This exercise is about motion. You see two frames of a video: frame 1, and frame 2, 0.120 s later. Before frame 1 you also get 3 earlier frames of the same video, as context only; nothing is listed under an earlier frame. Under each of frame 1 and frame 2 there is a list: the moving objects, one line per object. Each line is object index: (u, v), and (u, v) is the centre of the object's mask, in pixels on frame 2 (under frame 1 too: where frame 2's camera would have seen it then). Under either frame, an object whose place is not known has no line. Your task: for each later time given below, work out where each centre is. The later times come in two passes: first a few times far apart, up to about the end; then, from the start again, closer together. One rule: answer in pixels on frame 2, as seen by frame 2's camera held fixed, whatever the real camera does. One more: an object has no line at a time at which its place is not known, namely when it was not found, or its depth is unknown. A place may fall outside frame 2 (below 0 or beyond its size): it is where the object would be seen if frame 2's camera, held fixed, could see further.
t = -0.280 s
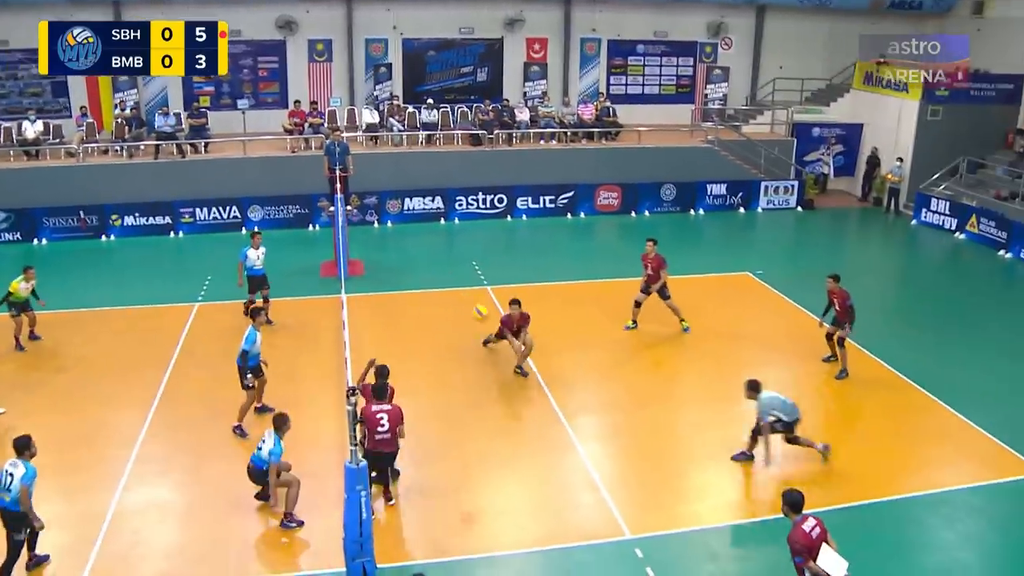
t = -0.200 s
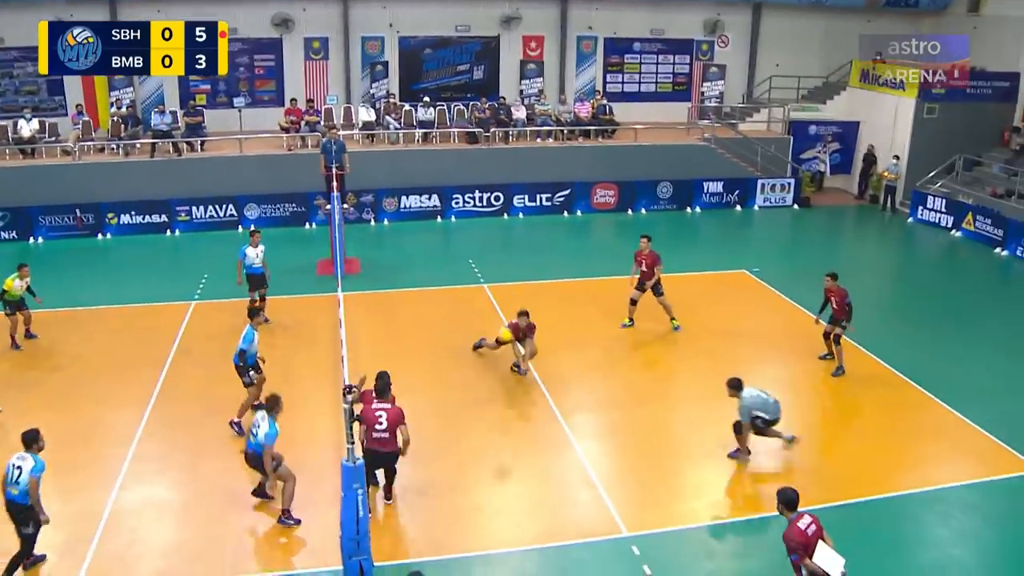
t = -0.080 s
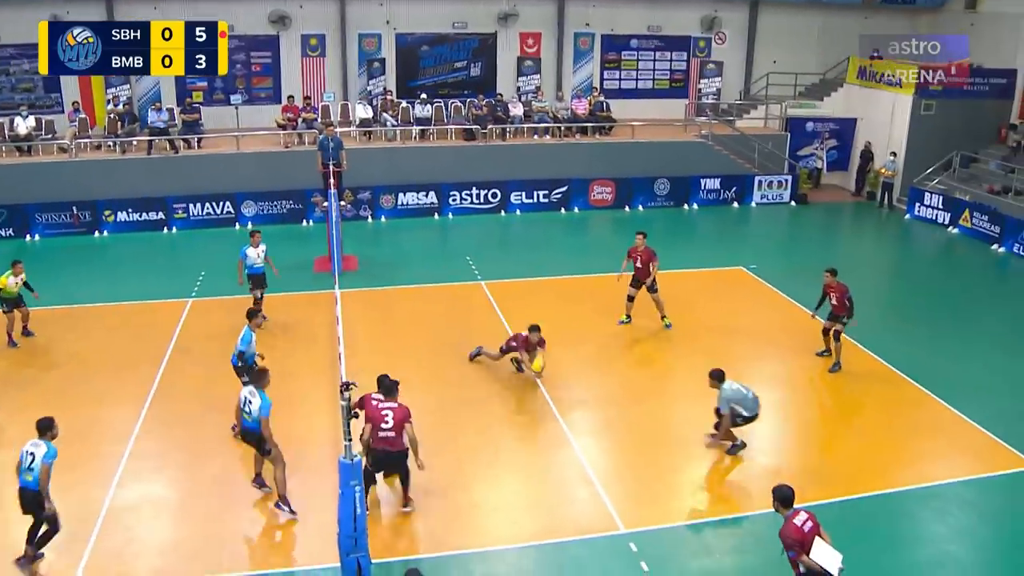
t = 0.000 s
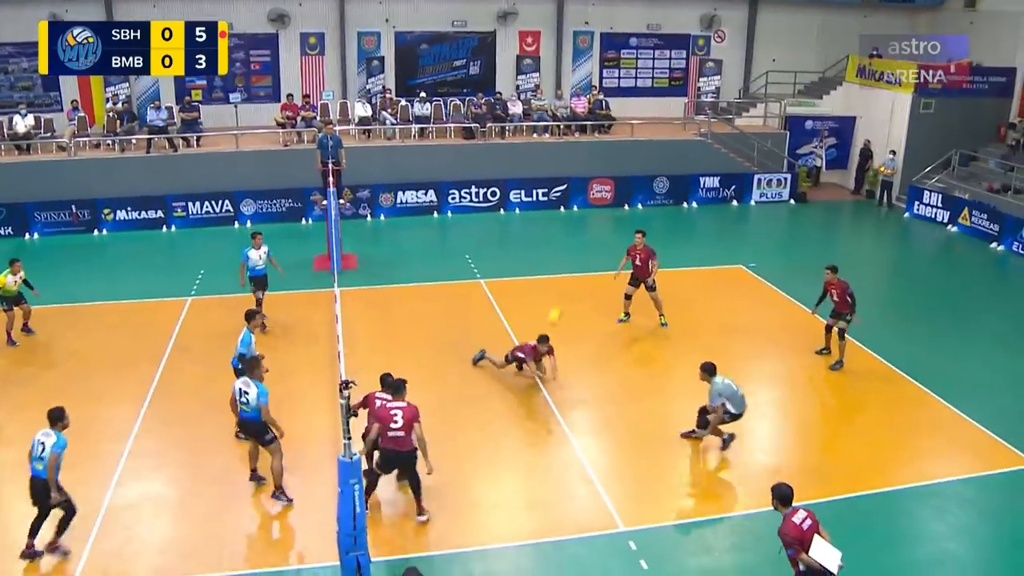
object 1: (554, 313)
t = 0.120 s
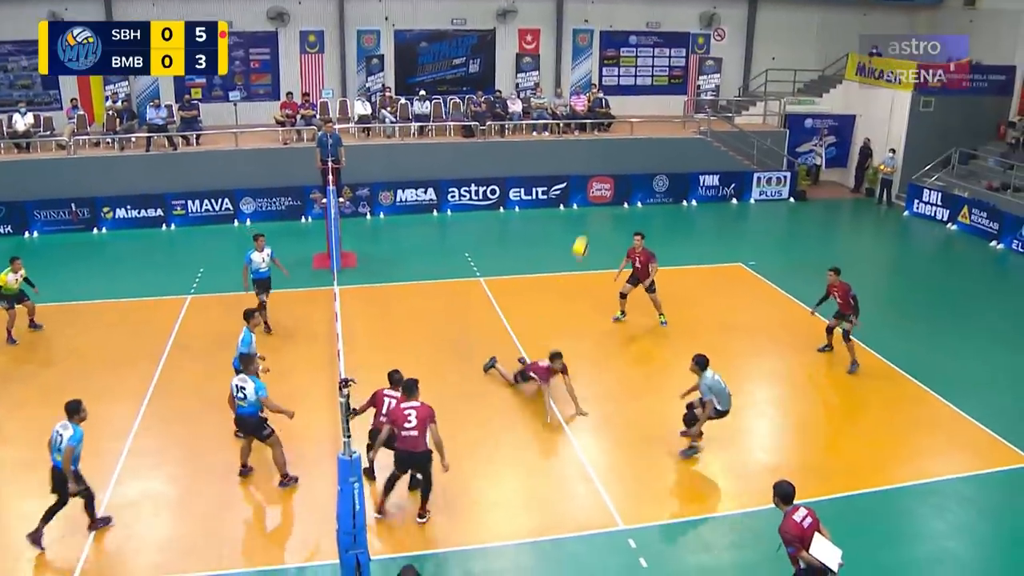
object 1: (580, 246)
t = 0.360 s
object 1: (633, 125)
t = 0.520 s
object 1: (669, 61)
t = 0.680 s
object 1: (705, 16)
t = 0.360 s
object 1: (633, 125)
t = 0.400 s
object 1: (643, 108)
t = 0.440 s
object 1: (651, 91)
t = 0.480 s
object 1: (661, 77)
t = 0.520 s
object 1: (669, 61)
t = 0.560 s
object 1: (679, 48)
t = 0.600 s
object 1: (688, 37)
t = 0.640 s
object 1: (696, 25)
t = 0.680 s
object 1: (705, 16)
